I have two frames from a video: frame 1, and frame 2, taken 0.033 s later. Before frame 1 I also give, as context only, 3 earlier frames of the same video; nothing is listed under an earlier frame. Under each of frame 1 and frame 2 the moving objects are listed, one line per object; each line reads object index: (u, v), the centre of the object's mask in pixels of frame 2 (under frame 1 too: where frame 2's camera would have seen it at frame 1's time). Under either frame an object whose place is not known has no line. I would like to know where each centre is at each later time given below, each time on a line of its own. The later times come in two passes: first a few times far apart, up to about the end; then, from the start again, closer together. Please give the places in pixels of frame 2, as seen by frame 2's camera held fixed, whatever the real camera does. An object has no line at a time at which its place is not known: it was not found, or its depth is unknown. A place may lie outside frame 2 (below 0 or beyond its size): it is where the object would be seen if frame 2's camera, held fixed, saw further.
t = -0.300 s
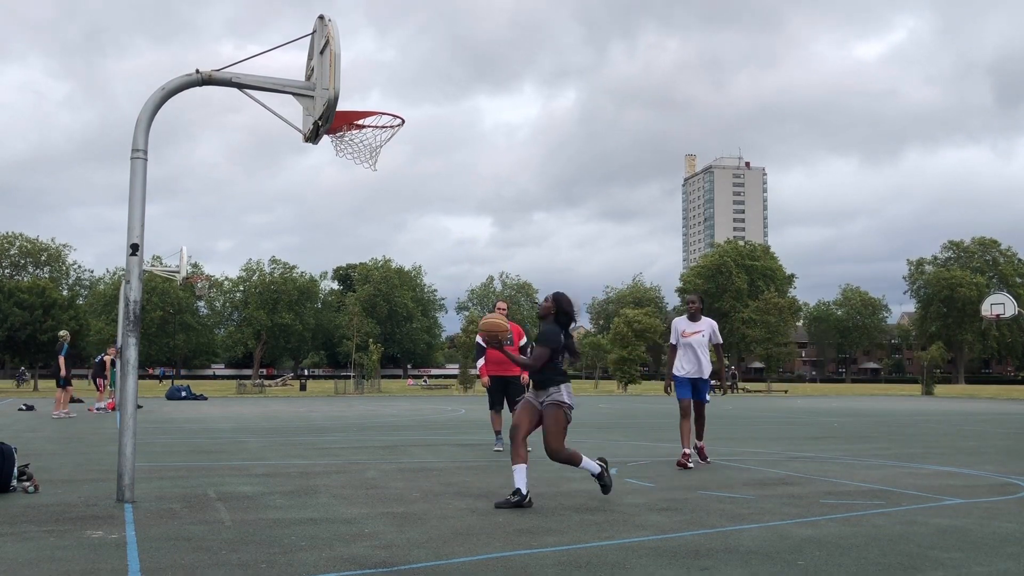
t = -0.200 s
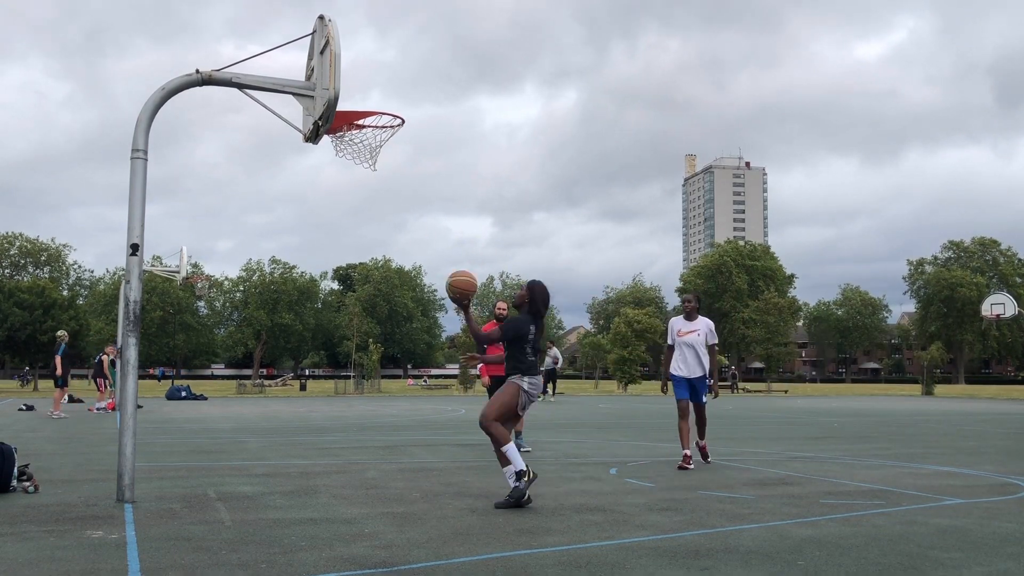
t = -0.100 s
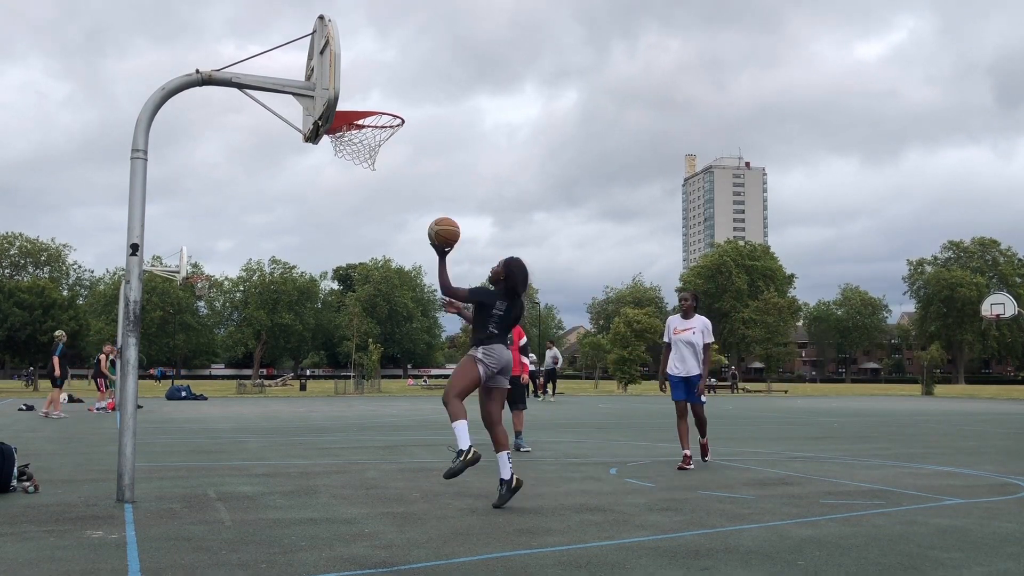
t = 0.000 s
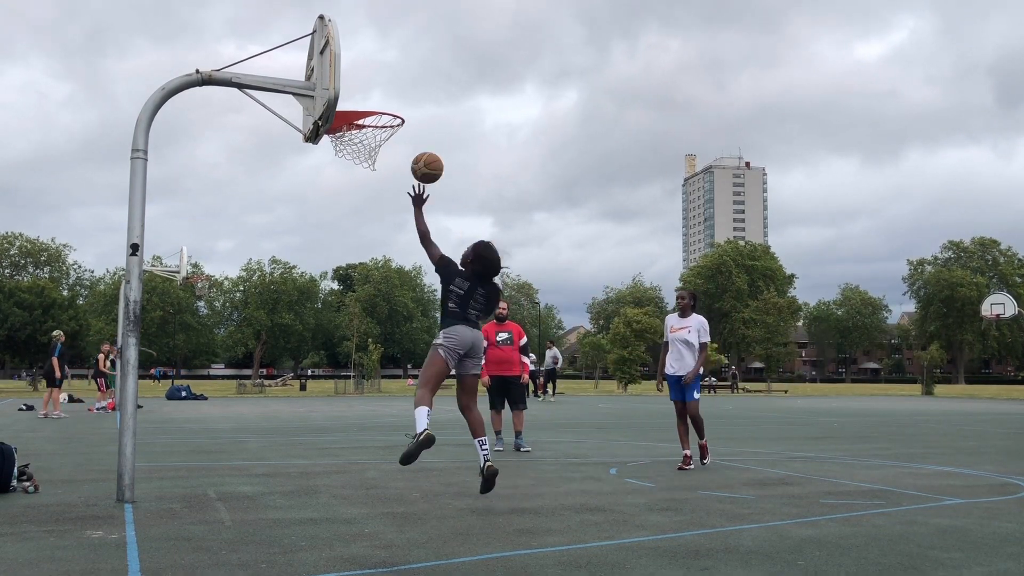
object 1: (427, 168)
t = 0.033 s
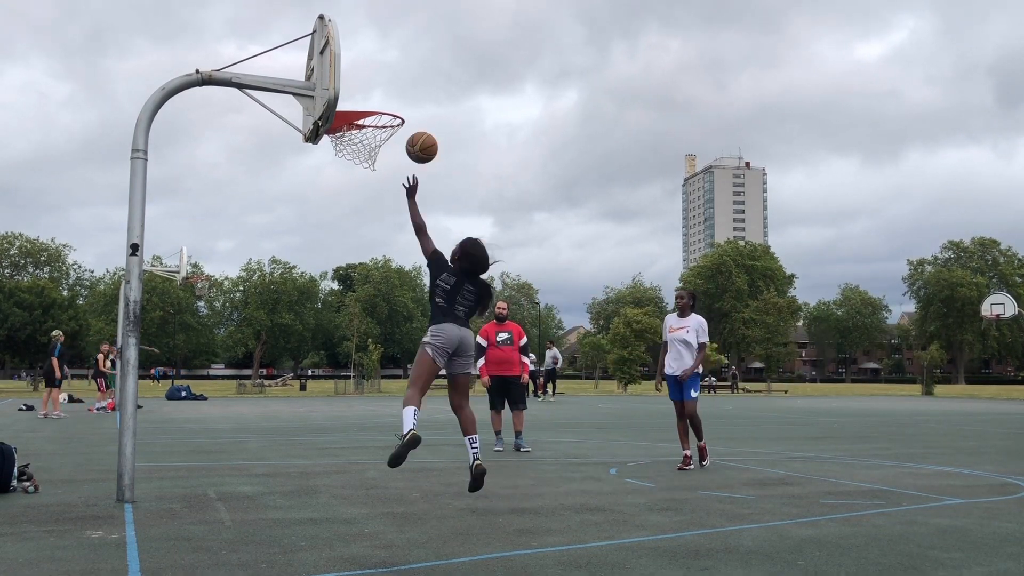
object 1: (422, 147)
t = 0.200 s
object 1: (395, 69)
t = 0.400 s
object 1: (362, 24)
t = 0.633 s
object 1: (358, 37)
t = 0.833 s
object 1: (376, 100)
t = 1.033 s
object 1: (393, 180)
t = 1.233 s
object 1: (410, 274)
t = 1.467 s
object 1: (431, 446)
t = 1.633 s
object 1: (431, 393)
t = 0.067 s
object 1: (416, 129)
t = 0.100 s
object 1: (411, 112)
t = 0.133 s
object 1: (406, 96)
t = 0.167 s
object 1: (400, 82)
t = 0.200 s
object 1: (395, 69)
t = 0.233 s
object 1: (389, 58)
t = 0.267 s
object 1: (384, 49)
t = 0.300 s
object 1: (378, 40)
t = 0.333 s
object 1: (373, 33)
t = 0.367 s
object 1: (368, 28)
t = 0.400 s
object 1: (362, 24)
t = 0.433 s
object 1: (357, 22)
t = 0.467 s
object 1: (352, 21)
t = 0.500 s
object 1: (348, 21)
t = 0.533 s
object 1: (349, 23)
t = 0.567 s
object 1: (352, 26)
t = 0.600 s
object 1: (355, 31)
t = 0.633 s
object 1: (358, 37)
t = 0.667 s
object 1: (361, 45)
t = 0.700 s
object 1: (364, 53)
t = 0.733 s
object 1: (367, 63)
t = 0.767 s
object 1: (370, 75)
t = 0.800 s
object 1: (373, 87)
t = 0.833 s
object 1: (376, 100)
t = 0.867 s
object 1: (380, 117)
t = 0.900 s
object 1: (382, 133)
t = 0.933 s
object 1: (385, 149)
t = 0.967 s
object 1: (387, 160)
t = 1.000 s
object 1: (390, 169)
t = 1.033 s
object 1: (393, 180)
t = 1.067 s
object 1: (396, 193)
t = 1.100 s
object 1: (398, 206)
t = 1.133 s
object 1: (401, 221)
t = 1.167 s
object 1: (404, 238)
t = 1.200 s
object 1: (407, 255)
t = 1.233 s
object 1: (410, 274)
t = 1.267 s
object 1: (413, 293)
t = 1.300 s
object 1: (416, 315)
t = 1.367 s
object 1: (421, 364)
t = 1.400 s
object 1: (425, 390)
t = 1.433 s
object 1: (428, 417)
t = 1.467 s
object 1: (431, 446)
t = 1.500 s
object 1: (433, 476)
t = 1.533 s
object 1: (433, 457)
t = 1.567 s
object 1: (432, 434)
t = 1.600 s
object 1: (431, 413)
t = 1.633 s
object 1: (431, 393)
